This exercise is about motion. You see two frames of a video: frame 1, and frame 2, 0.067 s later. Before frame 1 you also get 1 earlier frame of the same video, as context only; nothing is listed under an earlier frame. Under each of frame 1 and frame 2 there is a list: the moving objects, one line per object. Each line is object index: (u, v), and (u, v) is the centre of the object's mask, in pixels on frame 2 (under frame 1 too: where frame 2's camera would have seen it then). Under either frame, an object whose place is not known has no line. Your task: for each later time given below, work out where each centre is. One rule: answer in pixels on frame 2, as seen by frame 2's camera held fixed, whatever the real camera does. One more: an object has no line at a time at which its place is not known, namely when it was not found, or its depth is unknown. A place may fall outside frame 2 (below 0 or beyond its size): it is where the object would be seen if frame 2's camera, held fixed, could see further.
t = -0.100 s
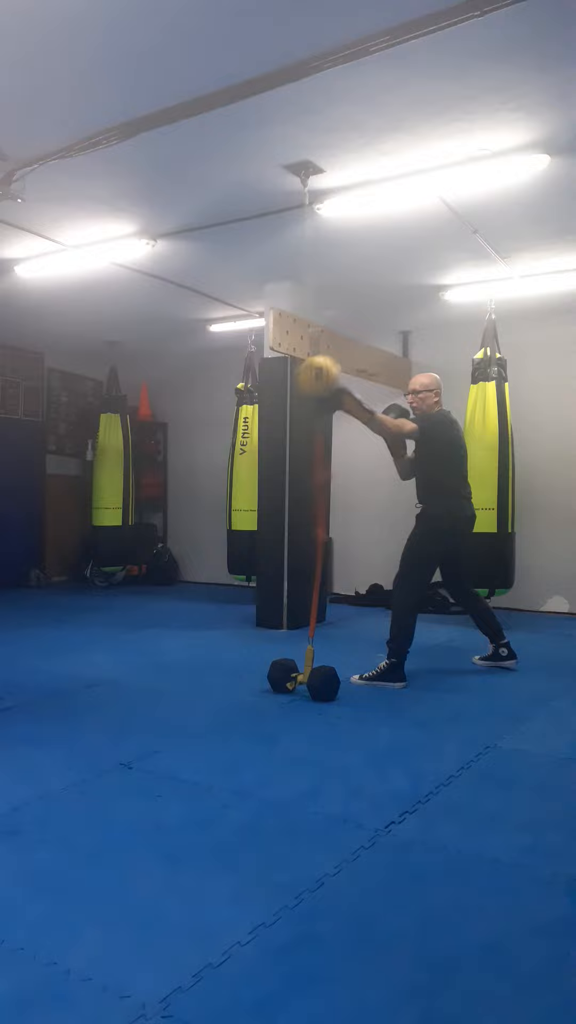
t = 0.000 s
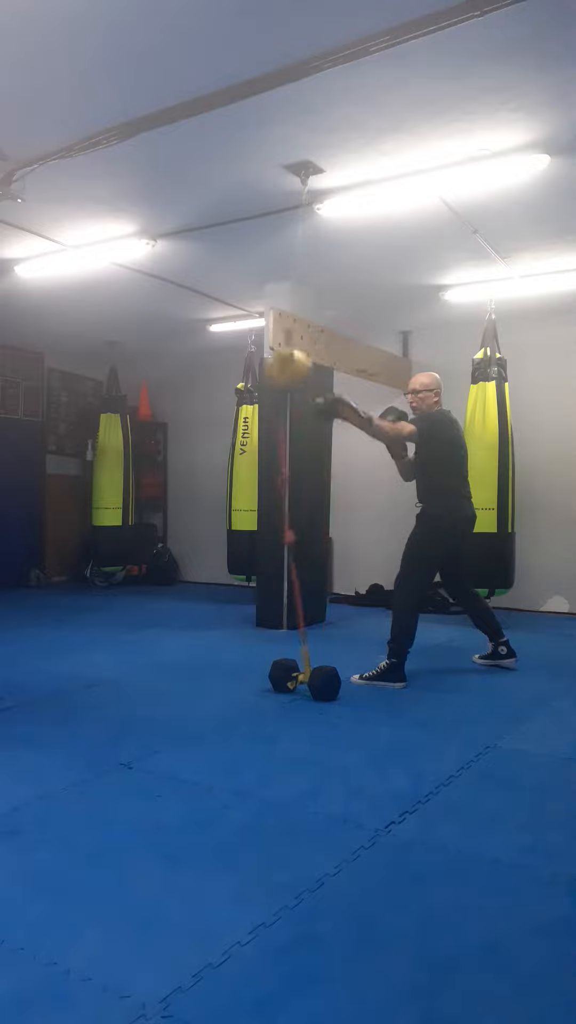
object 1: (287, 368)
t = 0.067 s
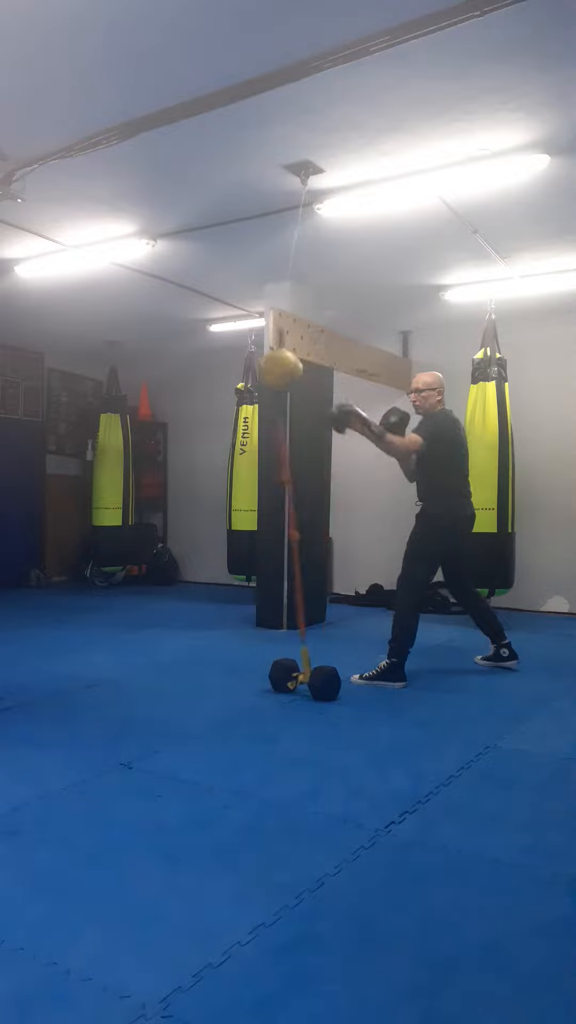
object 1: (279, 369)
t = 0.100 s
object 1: (294, 374)
